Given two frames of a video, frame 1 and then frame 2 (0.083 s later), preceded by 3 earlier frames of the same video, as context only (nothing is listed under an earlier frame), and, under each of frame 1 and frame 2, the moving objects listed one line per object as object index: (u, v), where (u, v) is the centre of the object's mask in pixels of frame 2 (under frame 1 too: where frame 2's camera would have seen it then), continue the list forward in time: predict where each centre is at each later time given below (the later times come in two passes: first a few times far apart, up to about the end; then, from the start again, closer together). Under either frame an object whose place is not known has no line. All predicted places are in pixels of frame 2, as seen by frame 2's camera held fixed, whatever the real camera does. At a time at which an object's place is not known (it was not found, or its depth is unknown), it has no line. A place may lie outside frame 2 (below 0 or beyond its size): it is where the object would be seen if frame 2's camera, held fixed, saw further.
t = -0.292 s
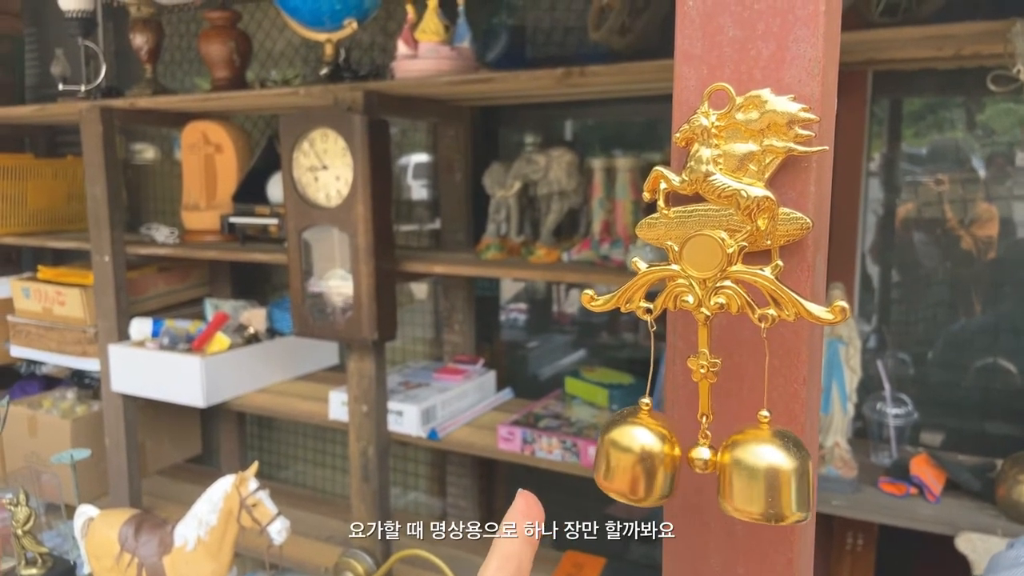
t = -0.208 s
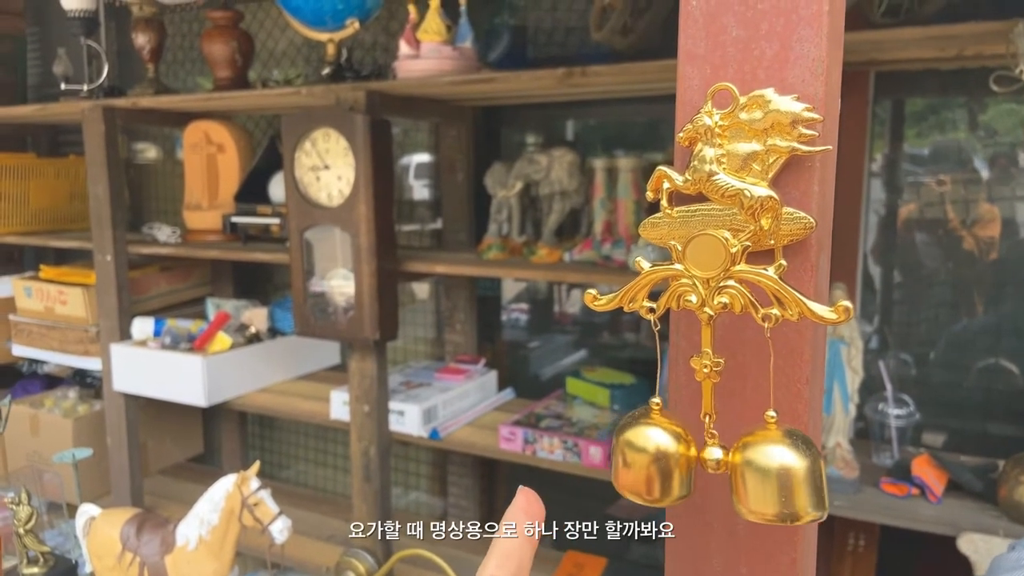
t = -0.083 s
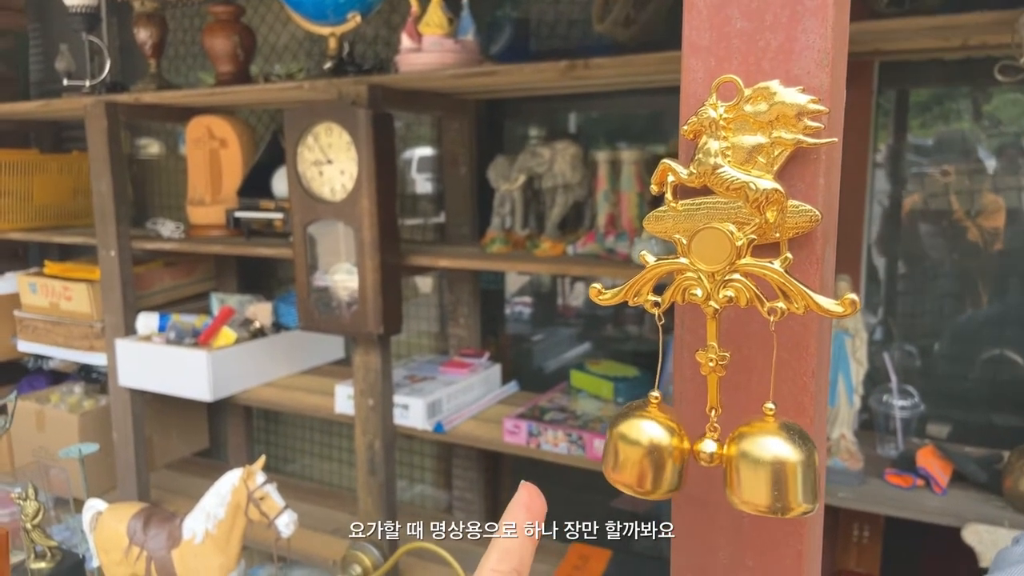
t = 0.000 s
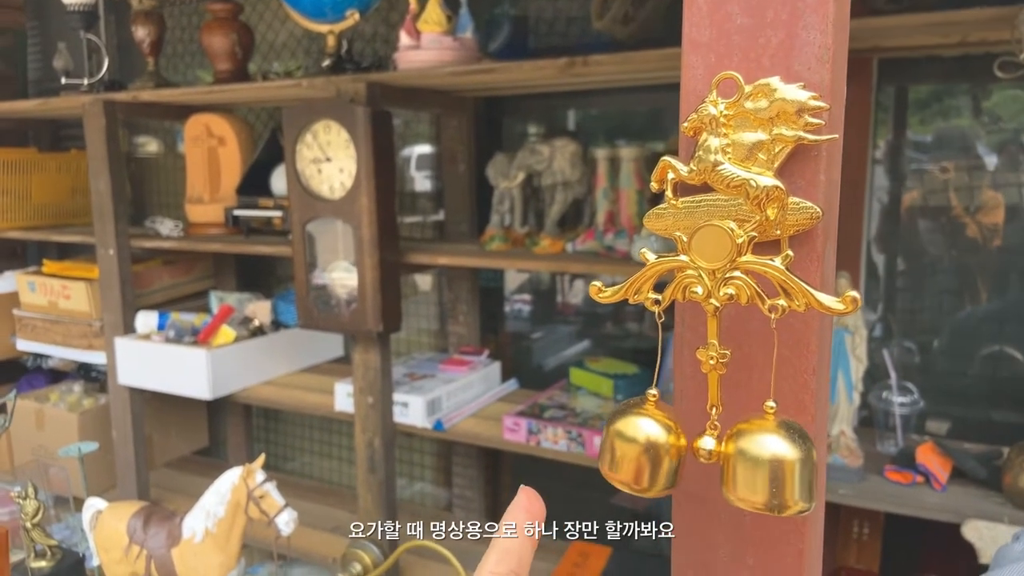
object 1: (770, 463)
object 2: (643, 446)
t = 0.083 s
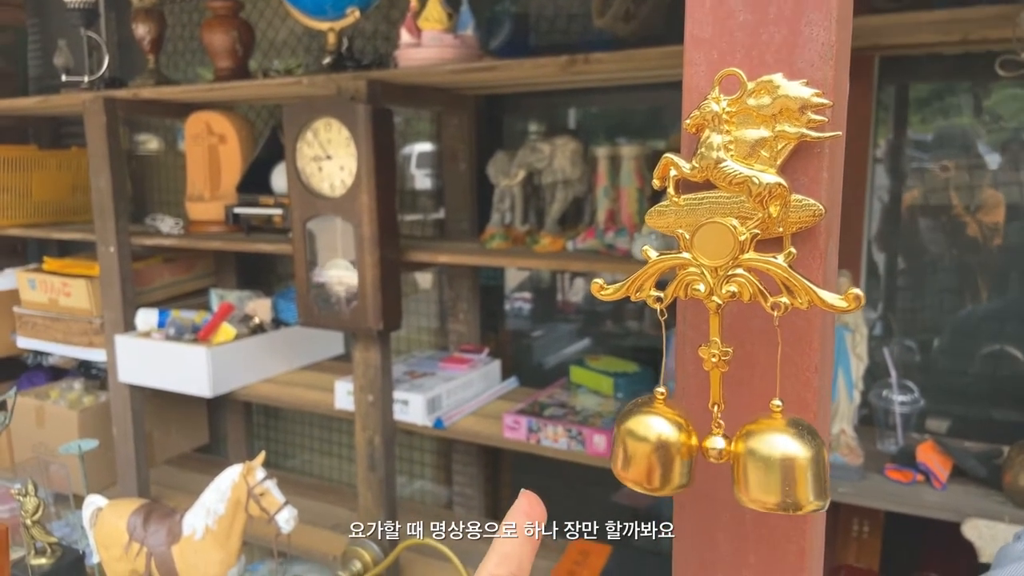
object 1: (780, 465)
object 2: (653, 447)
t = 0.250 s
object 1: (779, 464)
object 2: (651, 447)
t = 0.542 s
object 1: (782, 465)
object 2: (655, 448)
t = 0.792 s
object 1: (778, 467)
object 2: (651, 450)
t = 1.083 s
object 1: (782, 465)
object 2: (654, 448)
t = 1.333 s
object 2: (659, 447)
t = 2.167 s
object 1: (779, 453)
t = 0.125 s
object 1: (785, 465)
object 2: (657, 448)
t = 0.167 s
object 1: (787, 465)
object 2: (657, 448)
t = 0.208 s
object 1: (783, 464)
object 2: (655, 447)
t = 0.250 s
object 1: (779, 464)
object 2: (651, 447)
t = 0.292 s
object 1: (774, 463)
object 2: (648, 446)
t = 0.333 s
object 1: (773, 463)
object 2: (647, 447)
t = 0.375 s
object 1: (775, 464)
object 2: (649, 447)
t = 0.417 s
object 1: (779, 465)
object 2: (653, 447)
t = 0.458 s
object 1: (783, 465)
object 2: (656, 448)
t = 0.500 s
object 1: (784, 466)
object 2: (657, 448)
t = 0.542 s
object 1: (782, 465)
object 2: (655, 448)
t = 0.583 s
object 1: (779, 465)
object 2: (652, 448)
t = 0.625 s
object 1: (775, 465)
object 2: (649, 448)
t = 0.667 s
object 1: (773, 465)
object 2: (647, 448)
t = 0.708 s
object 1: (773, 466)
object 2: (648, 449)
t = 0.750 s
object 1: (775, 467)
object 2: (649, 449)
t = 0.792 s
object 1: (778, 467)
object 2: (651, 450)
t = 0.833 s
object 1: (781, 467)
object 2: (653, 450)
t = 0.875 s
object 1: (782, 467)
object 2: (654, 450)
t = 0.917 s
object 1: (782, 467)
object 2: (654, 450)
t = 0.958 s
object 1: (781, 466)
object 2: (653, 449)
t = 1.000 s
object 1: (780, 466)
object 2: (653, 449)
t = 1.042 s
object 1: (780, 466)
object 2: (653, 448)
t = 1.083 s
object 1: (782, 465)
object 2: (654, 448)
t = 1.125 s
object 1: (784, 465)
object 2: (655, 448)
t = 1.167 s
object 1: (785, 466)
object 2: (656, 448)
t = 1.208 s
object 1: (786, 465)
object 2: (657, 448)
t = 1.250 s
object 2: (658, 448)
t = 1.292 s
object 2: (658, 447)
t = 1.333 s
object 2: (659, 447)
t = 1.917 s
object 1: (783, 458)
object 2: (659, 442)
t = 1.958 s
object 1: (782, 457)
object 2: (658, 442)
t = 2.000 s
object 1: (781, 457)
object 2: (657, 441)
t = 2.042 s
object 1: (780, 456)
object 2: (657, 441)
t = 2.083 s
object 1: (779, 456)
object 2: (657, 440)
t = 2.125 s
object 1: (779, 455)
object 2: (657, 439)
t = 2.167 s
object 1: (779, 453)
